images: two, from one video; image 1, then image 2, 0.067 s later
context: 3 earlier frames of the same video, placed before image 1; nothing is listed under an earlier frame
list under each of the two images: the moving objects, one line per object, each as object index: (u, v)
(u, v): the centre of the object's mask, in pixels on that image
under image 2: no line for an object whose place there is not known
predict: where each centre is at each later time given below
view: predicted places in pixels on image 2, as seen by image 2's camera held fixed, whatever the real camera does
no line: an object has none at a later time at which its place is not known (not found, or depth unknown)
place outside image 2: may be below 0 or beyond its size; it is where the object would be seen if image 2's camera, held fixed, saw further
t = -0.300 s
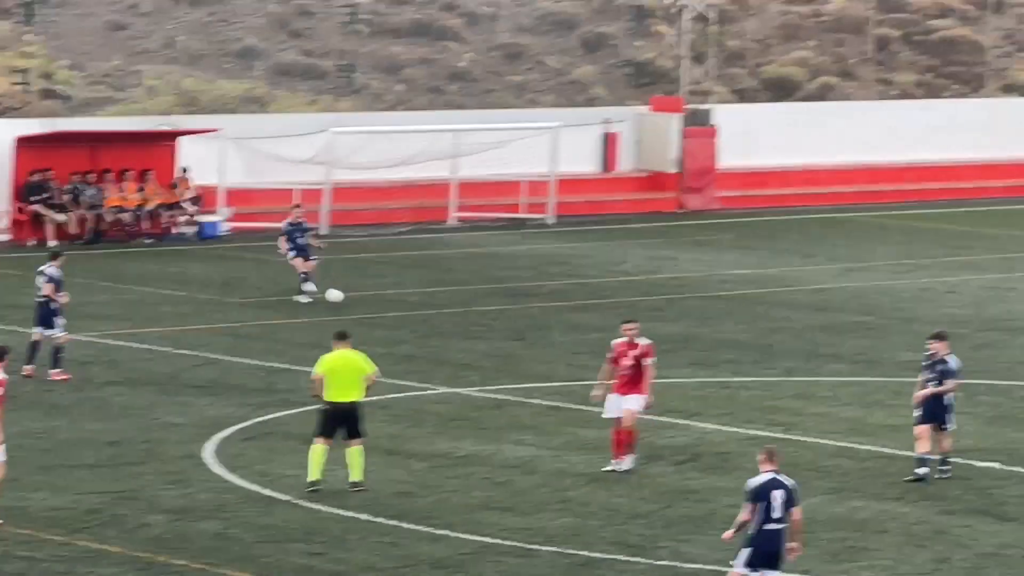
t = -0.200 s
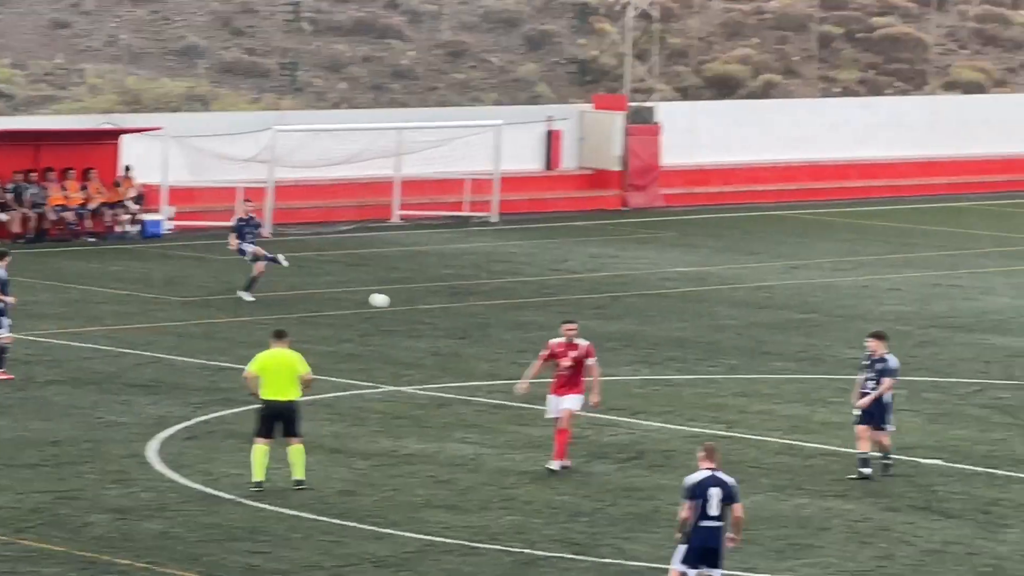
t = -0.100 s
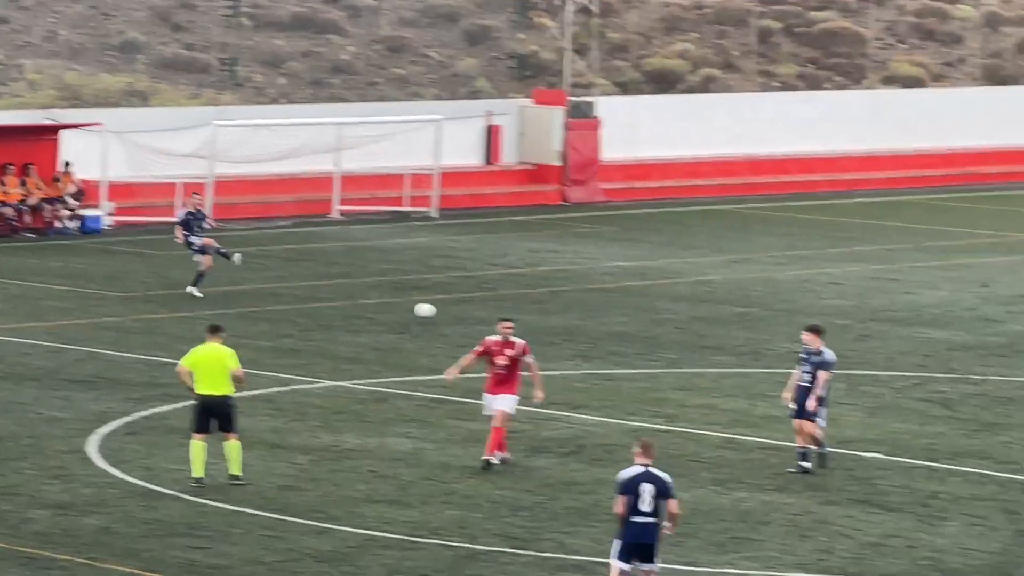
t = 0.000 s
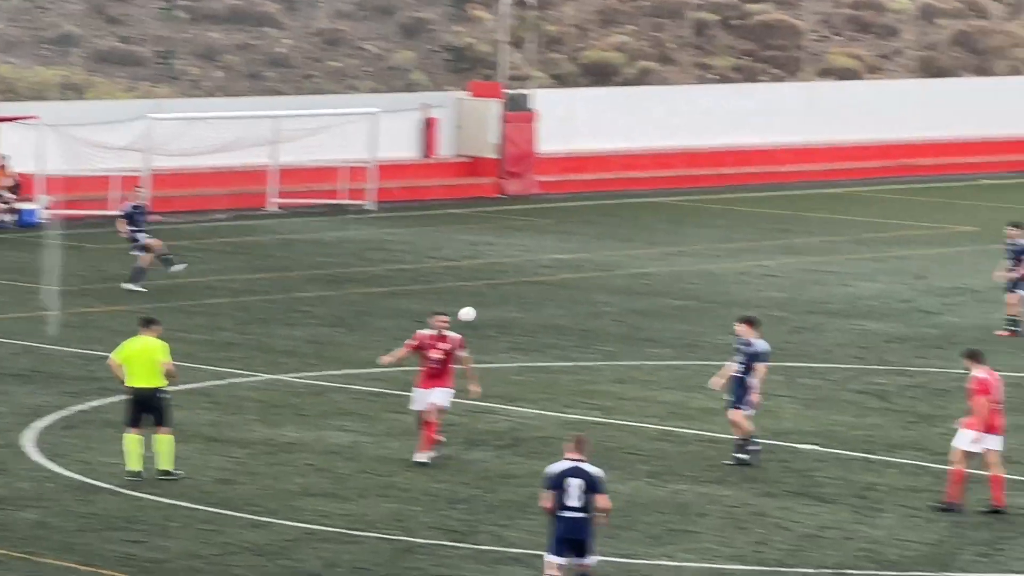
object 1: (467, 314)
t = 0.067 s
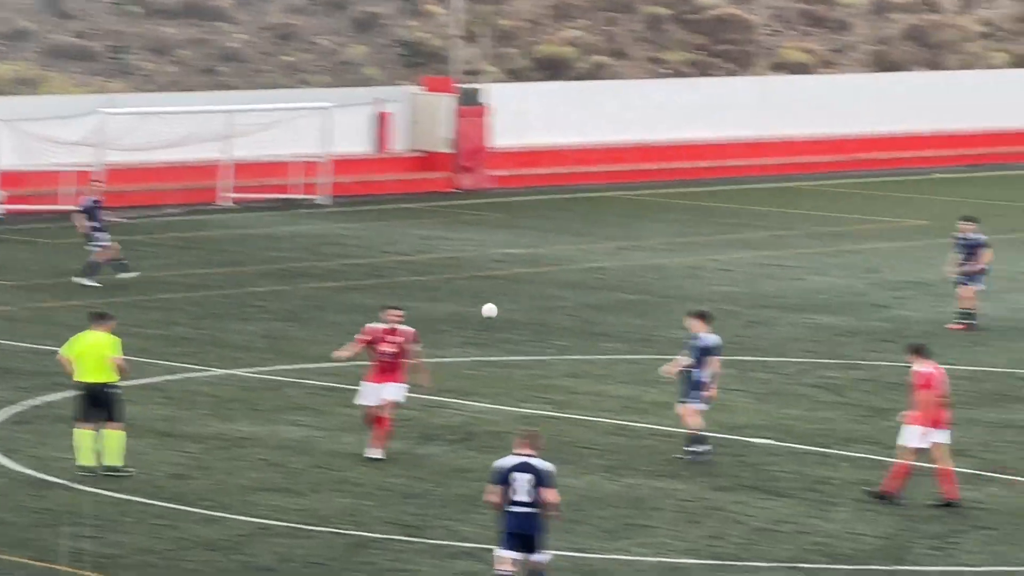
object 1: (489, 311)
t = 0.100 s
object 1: (523, 314)
